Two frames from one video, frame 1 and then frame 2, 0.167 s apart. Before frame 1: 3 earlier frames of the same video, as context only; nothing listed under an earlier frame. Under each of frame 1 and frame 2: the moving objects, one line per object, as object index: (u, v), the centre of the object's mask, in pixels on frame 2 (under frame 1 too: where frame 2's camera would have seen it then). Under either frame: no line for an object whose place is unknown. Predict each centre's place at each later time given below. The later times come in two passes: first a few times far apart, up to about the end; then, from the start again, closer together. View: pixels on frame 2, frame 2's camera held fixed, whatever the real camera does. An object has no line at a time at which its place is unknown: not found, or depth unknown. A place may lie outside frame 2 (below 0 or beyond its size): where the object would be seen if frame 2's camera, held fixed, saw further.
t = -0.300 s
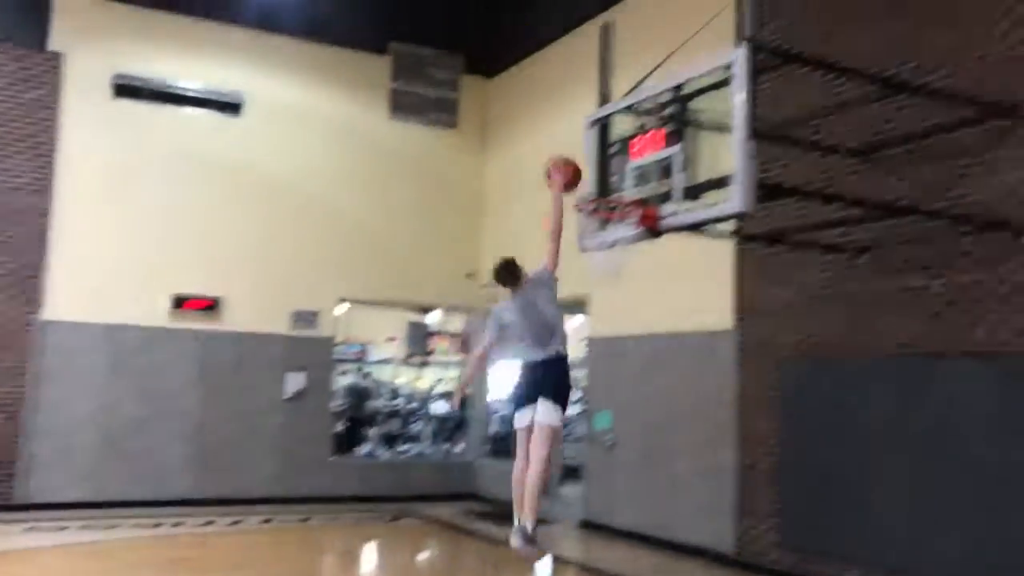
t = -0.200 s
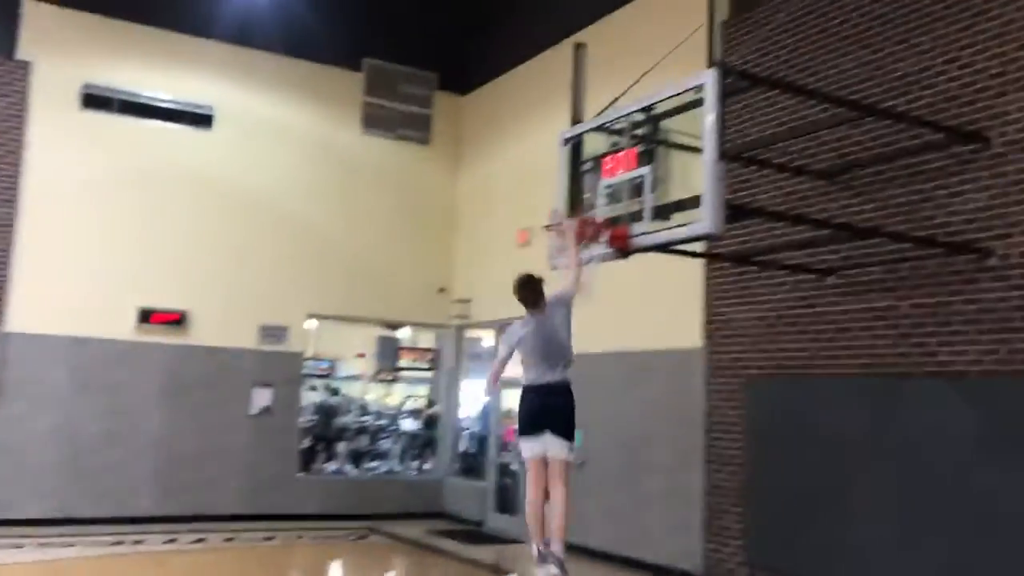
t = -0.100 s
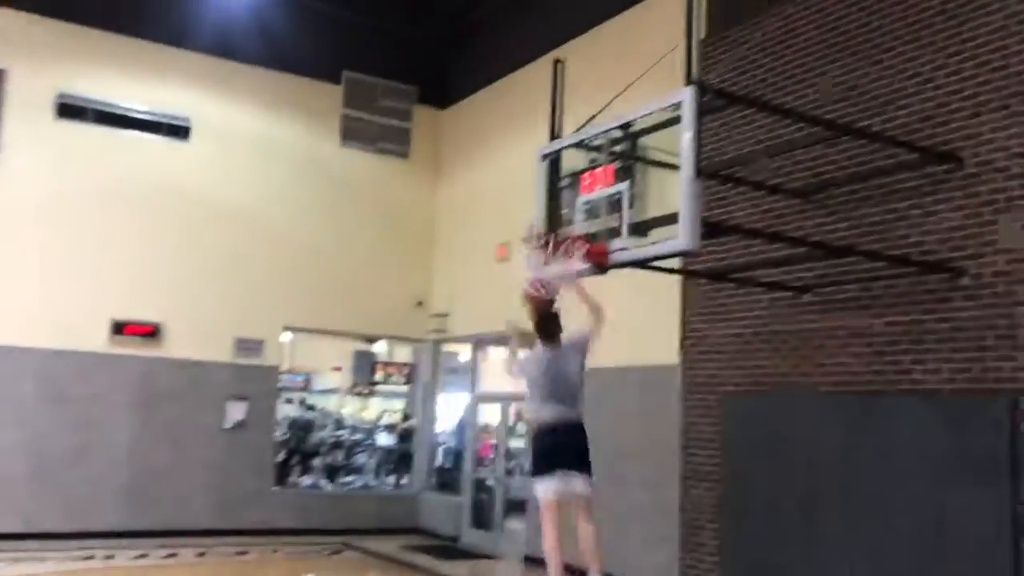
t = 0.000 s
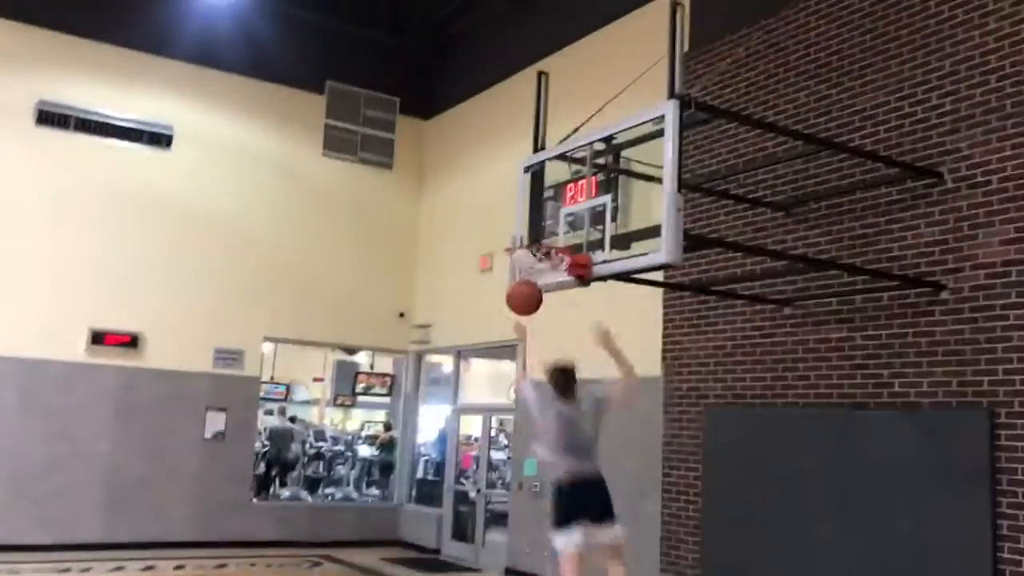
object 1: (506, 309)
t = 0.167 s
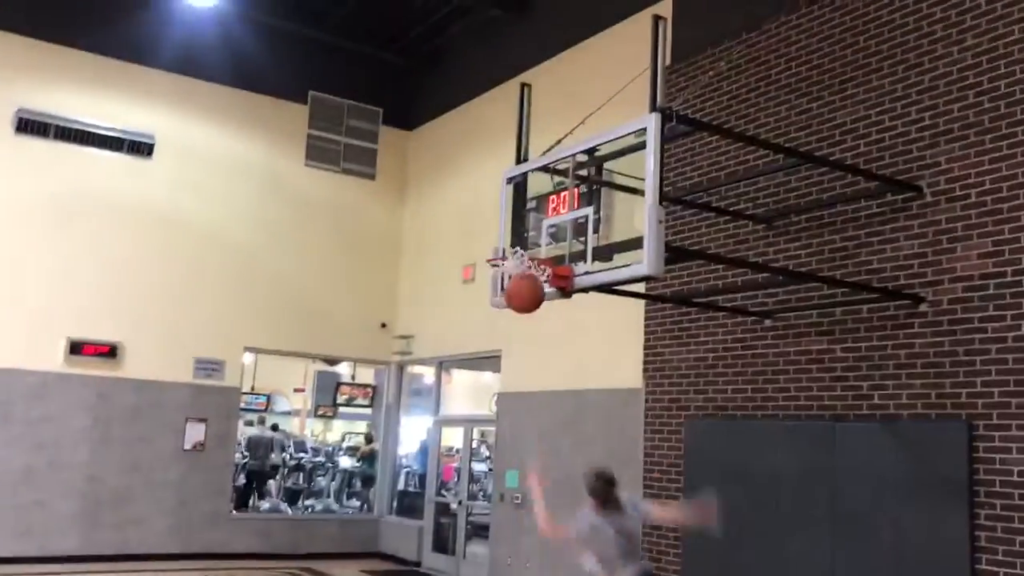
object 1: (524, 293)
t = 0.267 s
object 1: (537, 306)
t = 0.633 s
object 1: (587, 579)
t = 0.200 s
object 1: (528, 295)
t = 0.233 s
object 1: (532, 299)
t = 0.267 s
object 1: (537, 306)
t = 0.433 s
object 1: (558, 375)
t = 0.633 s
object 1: (587, 579)
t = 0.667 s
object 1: (593, 609)
